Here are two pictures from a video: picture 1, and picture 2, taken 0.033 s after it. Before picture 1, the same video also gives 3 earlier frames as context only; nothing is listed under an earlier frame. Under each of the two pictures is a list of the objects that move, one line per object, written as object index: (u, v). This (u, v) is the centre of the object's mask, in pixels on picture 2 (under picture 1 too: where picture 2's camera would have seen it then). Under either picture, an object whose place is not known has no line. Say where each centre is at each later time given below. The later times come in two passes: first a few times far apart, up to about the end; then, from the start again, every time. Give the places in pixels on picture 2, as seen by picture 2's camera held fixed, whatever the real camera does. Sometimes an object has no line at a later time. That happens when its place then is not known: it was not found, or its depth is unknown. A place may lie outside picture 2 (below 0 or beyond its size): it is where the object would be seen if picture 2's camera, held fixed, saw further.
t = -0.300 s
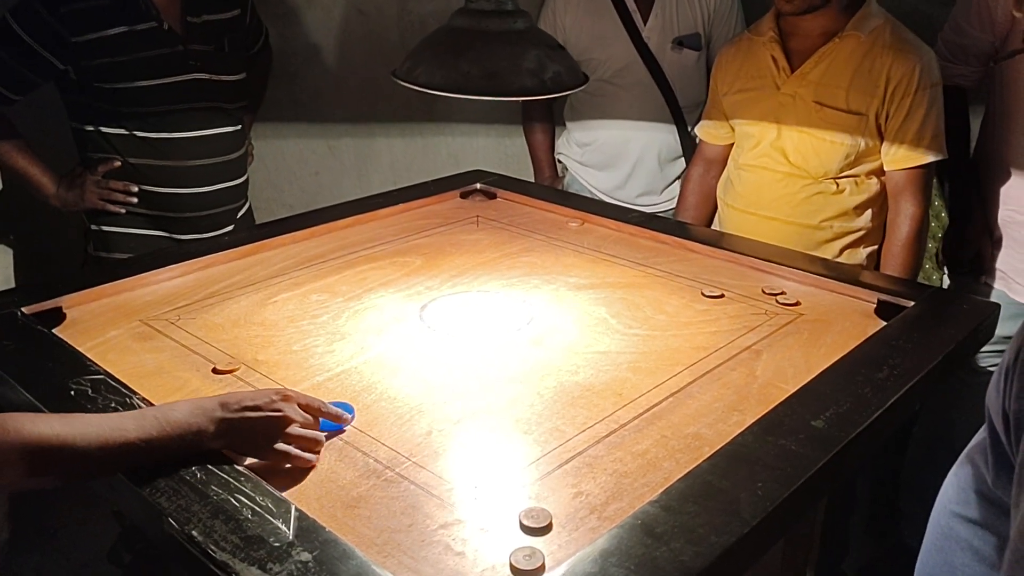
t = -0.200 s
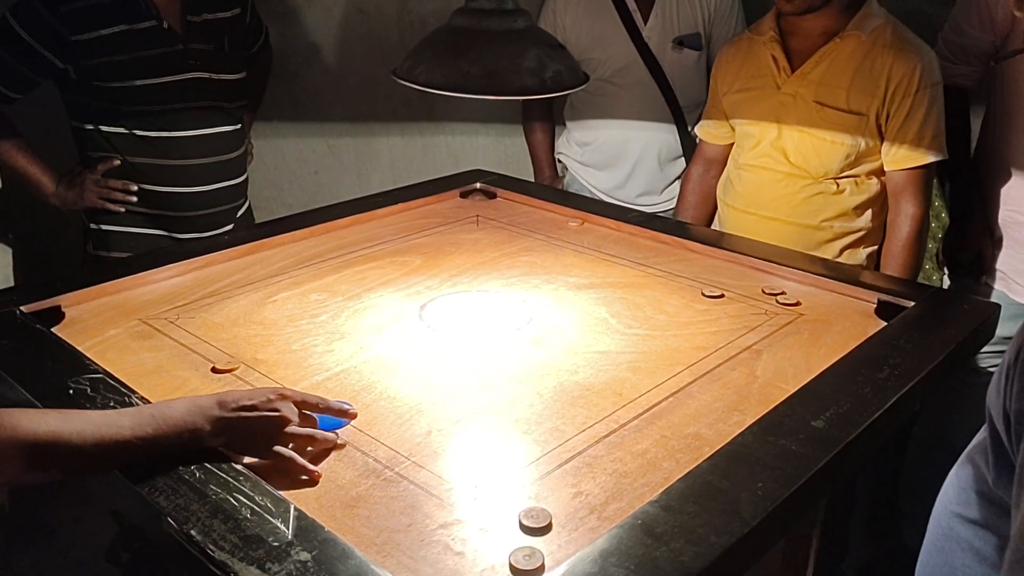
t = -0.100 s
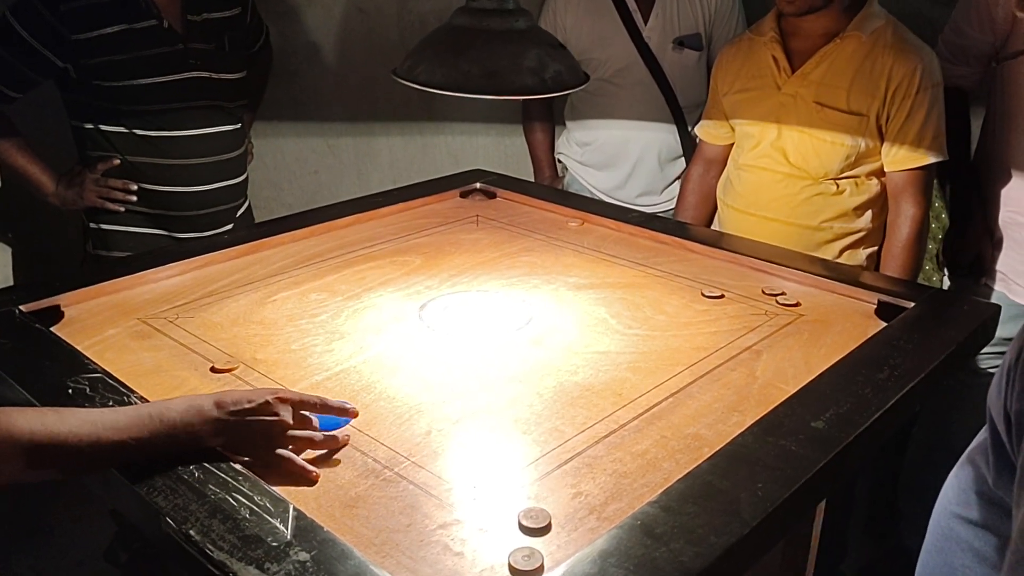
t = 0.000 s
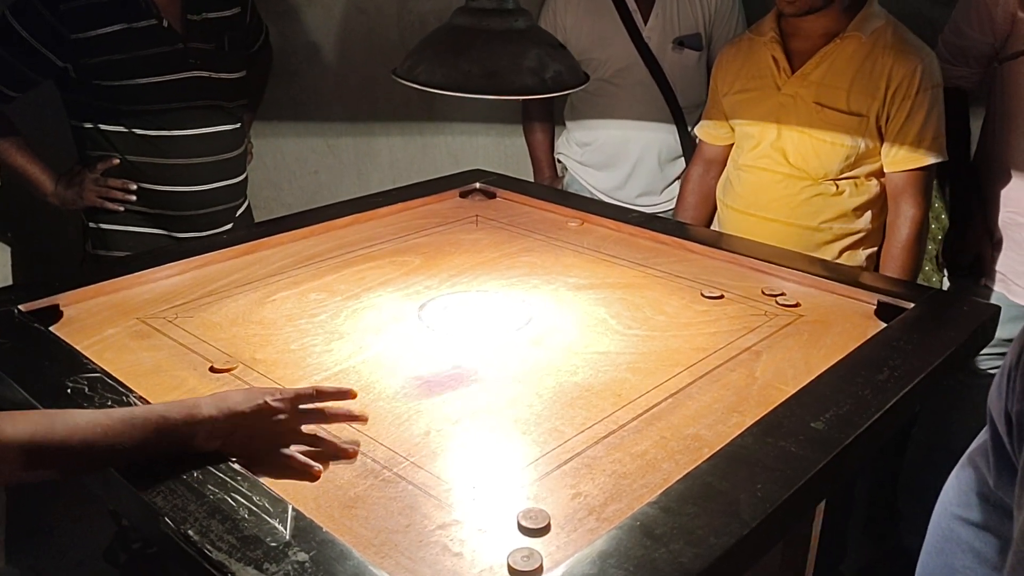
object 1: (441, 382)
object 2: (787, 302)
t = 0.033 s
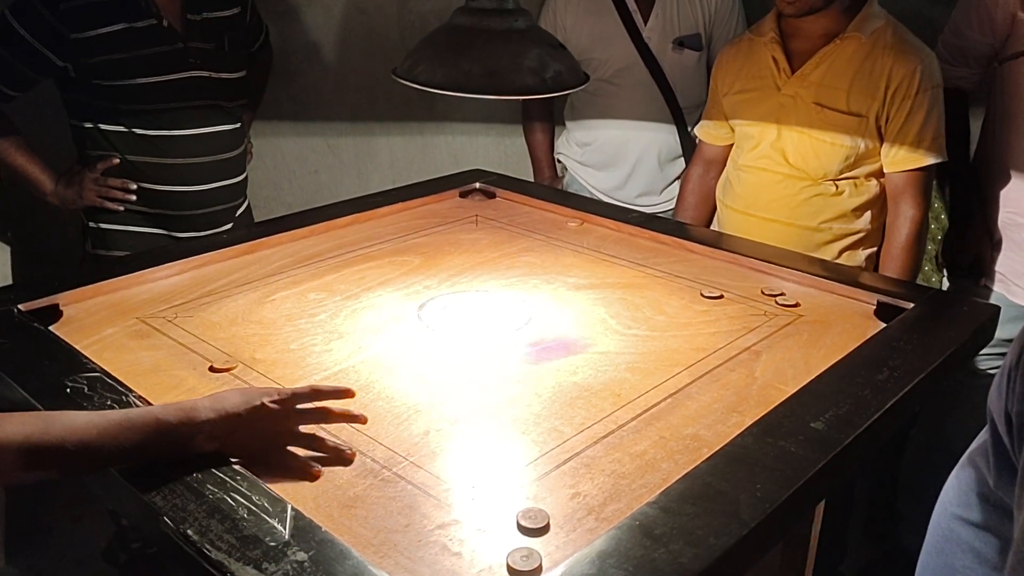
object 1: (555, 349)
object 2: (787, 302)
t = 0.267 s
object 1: (797, 351)
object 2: (751, 305)
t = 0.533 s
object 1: (627, 395)
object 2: (677, 338)
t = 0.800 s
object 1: (449, 429)
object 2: (642, 355)
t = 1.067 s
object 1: (321, 470)
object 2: (641, 355)
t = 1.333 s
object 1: (294, 483)
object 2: (641, 355)
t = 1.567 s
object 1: (294, 482)
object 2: (641, 355)
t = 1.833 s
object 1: (294, 483)
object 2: (641, 355)
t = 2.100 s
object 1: (294, 482)
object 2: (642, 355)
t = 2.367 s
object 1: (294, 483)
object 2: (642, 355)
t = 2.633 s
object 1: (294, 483)
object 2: (642, 355)
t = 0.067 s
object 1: (648, 322)
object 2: (787, 302)
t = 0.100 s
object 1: (725, 303)
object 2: (786, 302)
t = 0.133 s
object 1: (776, 296)
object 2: (794, 287)
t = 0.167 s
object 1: (781, 308)
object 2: (794, 291)
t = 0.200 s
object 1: (786, 320)
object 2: (779, 296)
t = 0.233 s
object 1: (791, 335)
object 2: (764, 300)
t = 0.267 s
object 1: (797, 351)
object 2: (751, 305)
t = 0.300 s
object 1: (801, 365)
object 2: (739, 310)
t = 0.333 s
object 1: (787, 375)
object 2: (729, 313)
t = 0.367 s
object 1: (761, 379)
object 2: (719, 318)
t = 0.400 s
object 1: (732, 381)
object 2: (710, 322)
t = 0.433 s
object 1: (704, 385)
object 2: (701, 326)
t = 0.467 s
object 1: (678, 388)
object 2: (692, 331)
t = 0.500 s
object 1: (652, 391)
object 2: (684, 335)
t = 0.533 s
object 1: (627, 395)
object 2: (677, 338)
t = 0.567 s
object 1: (602, 398)
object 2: (670, 341)
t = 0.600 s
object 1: (579, 402)
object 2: (662, 344)
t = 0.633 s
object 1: (556, 406)
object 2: (656, 348)
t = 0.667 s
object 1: (535, 410)
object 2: (651, 350)
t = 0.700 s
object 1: (513, 415)
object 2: (647, 352)
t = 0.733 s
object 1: (492, 419)
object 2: (644, 354)
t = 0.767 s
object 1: (470, 424)
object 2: (642, 355)
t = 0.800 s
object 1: (449, 429)
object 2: (642, 355)
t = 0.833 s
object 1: (430, 434)
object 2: (641, 355)
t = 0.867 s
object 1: (411, 439)
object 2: (641, 355)
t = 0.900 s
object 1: (394, 444)
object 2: (641, 355)
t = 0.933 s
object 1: (376, 449)
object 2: (641, 355)
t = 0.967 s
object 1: (360, 454)
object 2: (642, 355)
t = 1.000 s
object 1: (346, 460)
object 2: (642, 355)
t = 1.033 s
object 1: (333, 465)
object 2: (641, 355)
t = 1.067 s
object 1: (321, 470)
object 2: (641, 355)
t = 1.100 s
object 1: (311, 474)
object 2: (641, 355)
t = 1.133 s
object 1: (303, 478)
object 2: (642, 355)
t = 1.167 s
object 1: (298, 481)
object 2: (642, 355)
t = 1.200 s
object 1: (294, 483)
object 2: (642, 355)
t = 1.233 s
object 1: (292, 484)
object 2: (642, 355)
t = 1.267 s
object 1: (293, 483)
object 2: (642, 355)
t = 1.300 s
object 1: (293, 483)
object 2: (641, 355)
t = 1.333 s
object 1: (294, 483)
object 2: (641, 355)
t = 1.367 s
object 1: (294, 483)
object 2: (642, 355)
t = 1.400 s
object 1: (294, 483)
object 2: (642, 355)
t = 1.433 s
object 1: (294, 483)
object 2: (642, 355)
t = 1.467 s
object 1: (294, 483)
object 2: (642, 355)
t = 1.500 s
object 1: (294, 483)
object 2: (642, 355)
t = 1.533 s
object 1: (294, 482)
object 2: (641, 355)
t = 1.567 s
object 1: (294, 482)
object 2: (641, 355)
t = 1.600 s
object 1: (294, 482)
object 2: (641, 355)
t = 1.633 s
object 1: (294, 482)
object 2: (641, 355)
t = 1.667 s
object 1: (294, 483)
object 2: (642, 355)
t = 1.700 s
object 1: (294, 482)
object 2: (642, 355)
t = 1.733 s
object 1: (294, 483)
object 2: (642, 355)
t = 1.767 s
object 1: (294, 483)
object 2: (642, 355)
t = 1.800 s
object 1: (294, 483)
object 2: (642, 355)
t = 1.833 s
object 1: (294, 483)
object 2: (641, 355)
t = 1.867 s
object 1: (294, 482)
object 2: (641, 355)
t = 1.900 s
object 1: (294, 482)
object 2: (641, 355)
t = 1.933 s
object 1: (294, 482)
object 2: (641, 355)
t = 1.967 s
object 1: (294, 482)
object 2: (641, 355)
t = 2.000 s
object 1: (294, 482)
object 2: (641, 355)
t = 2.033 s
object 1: (294, 482)
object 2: (641, 355)
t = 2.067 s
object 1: (294, 482)
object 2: (641, 355)
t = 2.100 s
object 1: (294, 482)
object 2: (642, 355)
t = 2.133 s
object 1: (294, 483)
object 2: (641, 355)
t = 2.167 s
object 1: (294, 483)
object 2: (642, 355)
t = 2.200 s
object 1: (294, 483)
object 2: (641, 355)
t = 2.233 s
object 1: (294, 482)
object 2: (642, 355)
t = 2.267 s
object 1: (294, 482)
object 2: (641, 355)
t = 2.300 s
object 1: (294, 483)
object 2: (641, 355)
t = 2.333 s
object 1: (294, 483)
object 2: (642, 355)
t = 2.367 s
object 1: (294, 483)
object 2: (642, 355)
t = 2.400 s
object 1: (294, 483)
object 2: (642, 355)
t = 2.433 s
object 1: (294, 483)
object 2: (642, 355)
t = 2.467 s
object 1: (294, 483)
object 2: (642, 355)
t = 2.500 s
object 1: (294, 483)
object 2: (642, 355)
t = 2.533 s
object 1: (294, 483)
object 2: (642, 355)
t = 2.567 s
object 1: (294, 483)
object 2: (642, 355)
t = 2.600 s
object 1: (294, 483)
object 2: (642, 355)
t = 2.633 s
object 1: (294, 483)
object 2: (642, 355)
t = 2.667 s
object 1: (294, 483)
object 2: (641, 355)
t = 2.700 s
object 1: (294, 483)
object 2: (642, 355)
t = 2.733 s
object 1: (294, 483)
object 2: (642, 355)
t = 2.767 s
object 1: (294, 483)
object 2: (642, 355)
